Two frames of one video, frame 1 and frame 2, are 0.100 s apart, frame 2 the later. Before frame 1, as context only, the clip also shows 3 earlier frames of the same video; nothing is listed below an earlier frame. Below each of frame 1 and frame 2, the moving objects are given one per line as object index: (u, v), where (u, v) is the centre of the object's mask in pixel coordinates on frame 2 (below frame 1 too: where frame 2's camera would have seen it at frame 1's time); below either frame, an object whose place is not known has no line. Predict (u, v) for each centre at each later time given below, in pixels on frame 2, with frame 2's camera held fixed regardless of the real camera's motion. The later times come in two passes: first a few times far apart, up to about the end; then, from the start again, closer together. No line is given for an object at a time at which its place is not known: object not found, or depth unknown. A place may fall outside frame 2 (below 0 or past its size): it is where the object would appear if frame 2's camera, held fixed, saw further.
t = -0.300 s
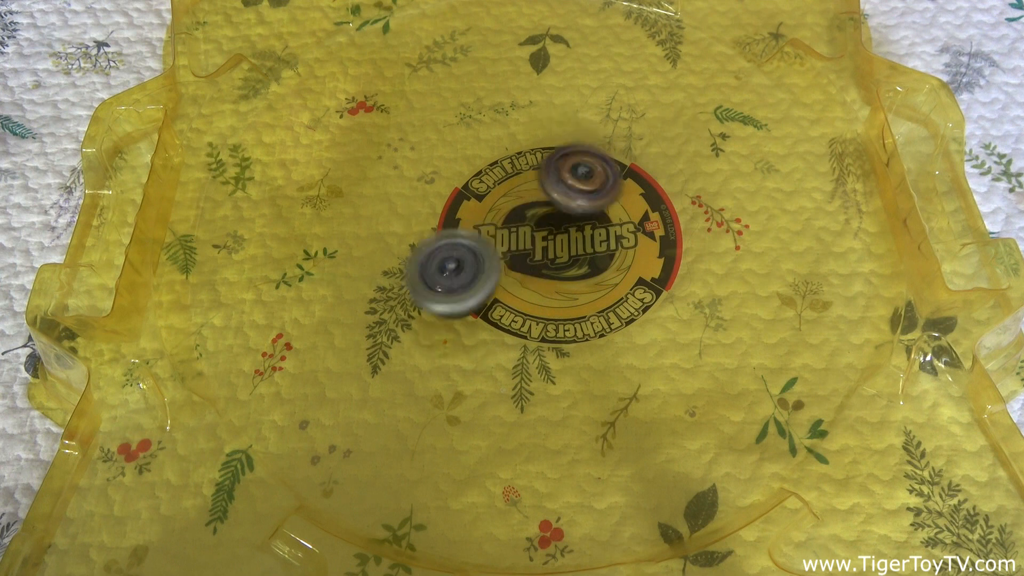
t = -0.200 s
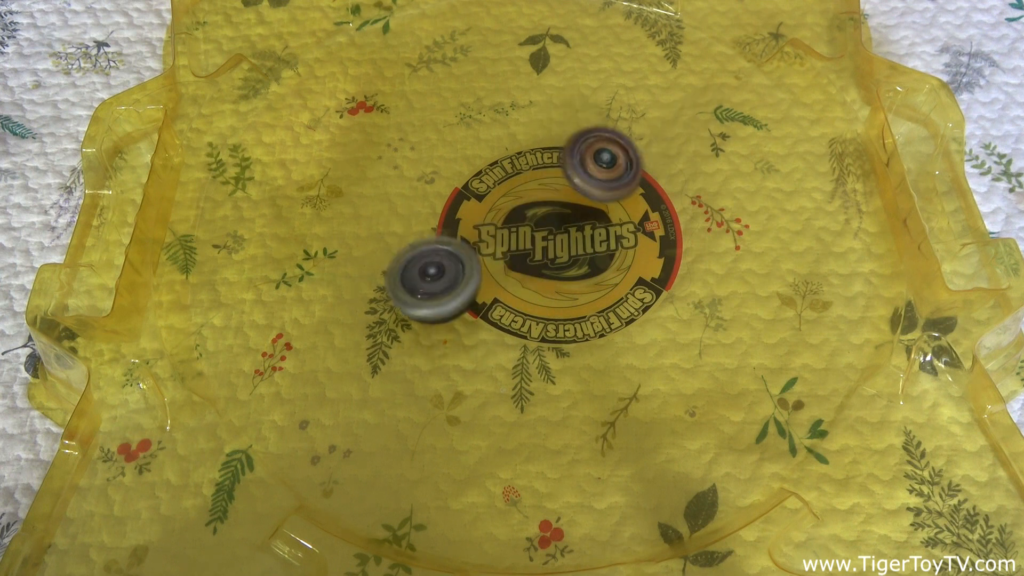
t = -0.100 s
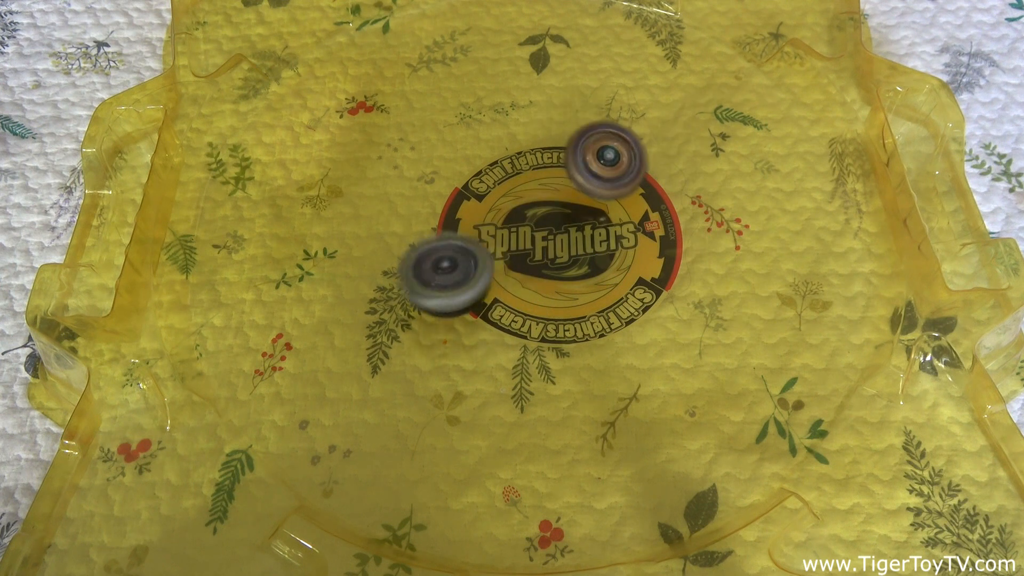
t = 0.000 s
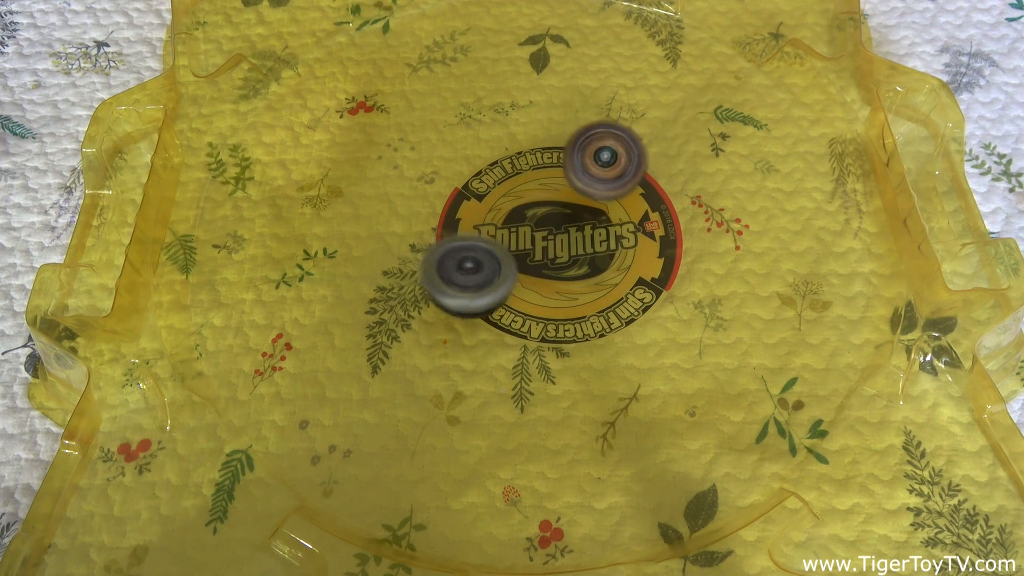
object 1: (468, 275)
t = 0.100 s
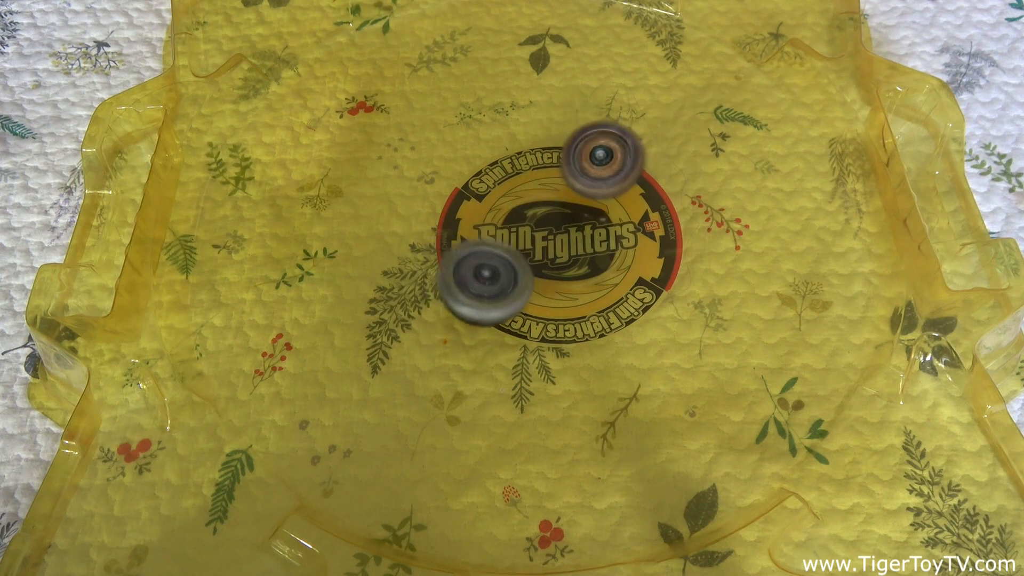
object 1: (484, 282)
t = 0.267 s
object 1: (490, 293)
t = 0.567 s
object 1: (489, 271)
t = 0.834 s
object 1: (512, 254)
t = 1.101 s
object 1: (538, 249)
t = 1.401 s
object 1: (554, 257)
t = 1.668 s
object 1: (551, 262)
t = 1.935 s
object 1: (548, 255)
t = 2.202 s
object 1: (553, 262)
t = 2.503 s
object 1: (559, 262)
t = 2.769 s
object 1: (504, 356)
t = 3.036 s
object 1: (507, 329)
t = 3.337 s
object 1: (527, 272)
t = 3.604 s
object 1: (544, 262)
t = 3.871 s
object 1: (551, 264)
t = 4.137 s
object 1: (553, 265)
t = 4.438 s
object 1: (541, 286)
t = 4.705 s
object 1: (560, 268)
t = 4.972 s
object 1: (578, 274)
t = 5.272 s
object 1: (559, 282)
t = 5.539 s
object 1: (564, 261)
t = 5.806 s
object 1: (576, 261)
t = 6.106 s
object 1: (566, 285)
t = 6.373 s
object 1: (562, 282)
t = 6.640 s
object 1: (560, 289)
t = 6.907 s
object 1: (553, 307)
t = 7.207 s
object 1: (555, 284)
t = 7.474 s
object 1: (518, 253)
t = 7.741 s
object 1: (504, 277)
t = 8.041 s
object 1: (504, 277)
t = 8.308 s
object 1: (498, 264)
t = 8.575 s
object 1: (504, 251)
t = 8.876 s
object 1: (499, 258)
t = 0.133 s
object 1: (488, 285)
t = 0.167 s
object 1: (490, 289)
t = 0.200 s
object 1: (491, 291)
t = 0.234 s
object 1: (491, 292)
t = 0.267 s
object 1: (490, 293)
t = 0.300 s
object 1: (489, 293)
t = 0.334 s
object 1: (487, 292)
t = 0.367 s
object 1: (485, 290)
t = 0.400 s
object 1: (484, 287)
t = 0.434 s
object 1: (483, 284)
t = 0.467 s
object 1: (484, 281)
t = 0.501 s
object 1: (485, 278)
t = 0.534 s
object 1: (486, 274)
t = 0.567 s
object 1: (489, 271)
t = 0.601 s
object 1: (491, 268)
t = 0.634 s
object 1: (493, 266)
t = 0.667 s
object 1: (496, 264)
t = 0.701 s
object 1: (499, 261)
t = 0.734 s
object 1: (502, 259)
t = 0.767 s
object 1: (506, 257)
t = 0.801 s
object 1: (508, 255)
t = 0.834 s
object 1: (512, 254)
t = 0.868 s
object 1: (515, 252)
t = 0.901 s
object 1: (518, 251)
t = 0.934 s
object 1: (522, 250)
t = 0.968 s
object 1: (525, 250)
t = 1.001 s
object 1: (528, 249)
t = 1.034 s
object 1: (532, 249)
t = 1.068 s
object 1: (534, 249)
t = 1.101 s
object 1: (538, 249)
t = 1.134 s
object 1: (541, 249)
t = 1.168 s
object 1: (544, 250)
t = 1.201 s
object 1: (546, 251)
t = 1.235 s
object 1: (549, 253)
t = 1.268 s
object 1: (550, 254)
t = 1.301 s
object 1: (551, 255)
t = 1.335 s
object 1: (553, 255)
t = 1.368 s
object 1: (553, 256)
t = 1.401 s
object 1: (554, 257)
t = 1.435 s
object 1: (554, 258)
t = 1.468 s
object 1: (554, 259)
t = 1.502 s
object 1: (555, 259)
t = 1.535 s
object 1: (555, 260)
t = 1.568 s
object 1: (554, 261)
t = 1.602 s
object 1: (553, 262)
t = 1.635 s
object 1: (552, 262)
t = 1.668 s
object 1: (551, 262)
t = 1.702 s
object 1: (551, 261)
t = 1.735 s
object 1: (550, 261)
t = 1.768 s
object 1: (549, 260)
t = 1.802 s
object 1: (549, 259)
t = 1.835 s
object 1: (549, 258)
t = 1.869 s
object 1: (548, 257)
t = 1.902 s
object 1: (548, 256)
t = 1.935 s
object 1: (548, 255)
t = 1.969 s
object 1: (548, 255)
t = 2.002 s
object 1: (549, 258)
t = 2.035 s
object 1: (549, 260)
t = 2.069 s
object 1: (549, 260)
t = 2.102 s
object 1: (550, 261)
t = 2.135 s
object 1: (551, 261)
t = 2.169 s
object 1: (552, 261)
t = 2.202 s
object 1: (553, 262)
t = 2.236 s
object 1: (554, 262)
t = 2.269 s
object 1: (555, 262)
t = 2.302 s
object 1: (556, 262)
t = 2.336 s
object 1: (557, 263)
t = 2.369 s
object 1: (557, 263)
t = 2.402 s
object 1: (558, 262)
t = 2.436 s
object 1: (558, 262)
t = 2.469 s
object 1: (559, 262)
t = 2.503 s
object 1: (559, 262)
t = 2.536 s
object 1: (560, 262)
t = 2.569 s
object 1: (558, 266)
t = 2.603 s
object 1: (541, 294)
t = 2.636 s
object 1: (530, 316)
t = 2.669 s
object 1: (520, 334)
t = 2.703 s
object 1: (513, 345)
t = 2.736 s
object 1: (507, 353)
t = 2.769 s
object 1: (504, 356)
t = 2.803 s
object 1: (501, 357)
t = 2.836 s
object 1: (501, 357)
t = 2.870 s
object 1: (501, 355)
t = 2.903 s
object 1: (501, 350)
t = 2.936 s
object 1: (502, 347)
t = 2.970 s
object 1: (503, 342)
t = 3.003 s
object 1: (505, 336)
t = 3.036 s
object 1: (507, 329)
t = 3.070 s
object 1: (509, 323)
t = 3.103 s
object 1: (511, 316)
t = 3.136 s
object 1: (513, 308)
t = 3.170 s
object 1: (515, 301)
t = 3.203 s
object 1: (517, 294)
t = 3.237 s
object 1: (519, 288)
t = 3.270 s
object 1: (522, 283)
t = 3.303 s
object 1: (525, 277)
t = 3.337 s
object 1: (527, 272)
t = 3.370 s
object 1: (530, 269)
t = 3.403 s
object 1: (533, 266)
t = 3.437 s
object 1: (536, 263)
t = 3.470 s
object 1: (537, 262)
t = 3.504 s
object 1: (539, 262)
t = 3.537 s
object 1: (541, 261)
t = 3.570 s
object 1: (542, 260)
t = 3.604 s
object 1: (544, 262)
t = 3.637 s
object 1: (546, 261)
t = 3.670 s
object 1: (547, 261)
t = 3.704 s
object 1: (548, 263)
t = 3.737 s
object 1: (549, 263)
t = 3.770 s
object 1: (550, 263)
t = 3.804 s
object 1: (550, 264)
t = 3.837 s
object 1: (551, 264)
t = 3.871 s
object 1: (551, 264)
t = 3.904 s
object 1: (552, 265)
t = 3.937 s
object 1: (552, 265)
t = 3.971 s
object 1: (552, 265)
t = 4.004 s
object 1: (553, 266)
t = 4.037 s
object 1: (553, 265)
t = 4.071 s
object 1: (553, 266)
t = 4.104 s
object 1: (553, 264)
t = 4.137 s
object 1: (553, 265)
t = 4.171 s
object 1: (553, 265)
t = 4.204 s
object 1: (554, 265)
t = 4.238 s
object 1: (553, 269)
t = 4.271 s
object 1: (551, 274)
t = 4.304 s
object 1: (548, 284)
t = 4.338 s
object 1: (545, 286)
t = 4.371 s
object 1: (543, 289)
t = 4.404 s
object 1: (542, 288)
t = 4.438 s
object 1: (541, 286)
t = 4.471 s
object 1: (541, 284)
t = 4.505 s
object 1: (541, 280)
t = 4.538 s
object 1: (544, 277)
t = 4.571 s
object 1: (546, 274)
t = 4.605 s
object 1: (549, 272)
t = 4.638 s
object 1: (552, 270)
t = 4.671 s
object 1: (556, 270)
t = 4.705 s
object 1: (560, 268)
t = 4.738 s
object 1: (563, 269)
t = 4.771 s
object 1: (566, 269)
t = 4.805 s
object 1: (568, 270)
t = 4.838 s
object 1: (571, 269)
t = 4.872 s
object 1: (573, 271)
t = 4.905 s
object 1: (575, 271)
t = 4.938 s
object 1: (576, 273)
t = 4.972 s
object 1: (578, 274)
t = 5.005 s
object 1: (577, 275)
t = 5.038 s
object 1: (577, 277)
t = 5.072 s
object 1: (576, 281)
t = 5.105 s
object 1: (574, 283)
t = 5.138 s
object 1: (571, 286)
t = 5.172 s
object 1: (567, 286)
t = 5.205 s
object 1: (565, 285)
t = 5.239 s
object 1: (561, 283)
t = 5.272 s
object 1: (559, 282)
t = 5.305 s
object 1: (557, 278)
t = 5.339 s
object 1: (556, 276)
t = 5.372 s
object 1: (555, 273)
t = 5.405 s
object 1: (556, 270)
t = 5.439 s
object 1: (557, 267)
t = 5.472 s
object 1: (559, 264)
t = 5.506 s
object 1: (560, 262)
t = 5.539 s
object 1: (564, 261)
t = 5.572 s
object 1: (564, 260)
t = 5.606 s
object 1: (567, 260)
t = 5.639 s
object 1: (568, 260)
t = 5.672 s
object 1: (571, 259)
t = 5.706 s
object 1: (571, 259)
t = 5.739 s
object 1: (573, 259)
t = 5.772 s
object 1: (574, 260)
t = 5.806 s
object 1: (576, 261)
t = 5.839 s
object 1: (577, 263)
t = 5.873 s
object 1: (578, 264)
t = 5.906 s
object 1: (578, 266)
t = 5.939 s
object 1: (577, 268)
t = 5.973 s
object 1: (576, 271)
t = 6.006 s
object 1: (573, 274)
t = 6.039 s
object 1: (571, 278)
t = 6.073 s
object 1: (569, 283)
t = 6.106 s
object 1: (566, 285)
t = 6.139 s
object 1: (562, 285)
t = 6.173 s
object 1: (560, 284)
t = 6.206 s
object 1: (559, 285)
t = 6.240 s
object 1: (559, 284)
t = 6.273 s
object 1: (560, 283)
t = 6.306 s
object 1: (561, 282)
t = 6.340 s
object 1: (562, 282)
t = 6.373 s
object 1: (562, 282)
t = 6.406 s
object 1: (563, 282)
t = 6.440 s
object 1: (564, 281)
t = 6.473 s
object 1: (565, 280)
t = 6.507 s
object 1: (566, 281)
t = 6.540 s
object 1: (565, 281)
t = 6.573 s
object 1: (566, 281)
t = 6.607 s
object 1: (564, 282)
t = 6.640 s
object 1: (560, 289)
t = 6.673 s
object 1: (559, 295)
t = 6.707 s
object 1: (556, 301)
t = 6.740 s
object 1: (556, 304)
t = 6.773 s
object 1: (554, 308)
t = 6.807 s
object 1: (554, 310)
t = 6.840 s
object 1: (553, 310)
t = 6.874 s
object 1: (553, 309)
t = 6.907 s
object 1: (553, 307)
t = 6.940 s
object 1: (553, 305)
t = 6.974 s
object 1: (553, 304)
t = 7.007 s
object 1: (555, 302)
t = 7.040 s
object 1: (556, 300)
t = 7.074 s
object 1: (556, 297)
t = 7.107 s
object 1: (556, 294)
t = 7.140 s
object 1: (555, 291)
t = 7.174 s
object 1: (555, 288)
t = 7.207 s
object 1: (555, 284)
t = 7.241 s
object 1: (554, 280)
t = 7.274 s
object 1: (552, 275)
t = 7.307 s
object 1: (551, 270)
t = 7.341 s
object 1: (549, 266)
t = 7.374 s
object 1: (546, 262)
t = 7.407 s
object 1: (544, 258)
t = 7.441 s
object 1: (533, 255)
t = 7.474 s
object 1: (518, 253)
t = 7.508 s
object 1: (508, 252)
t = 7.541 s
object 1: (502, 255)
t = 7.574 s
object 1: (498, 260)
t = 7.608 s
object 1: (498, 264)
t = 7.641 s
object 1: (498, 268)
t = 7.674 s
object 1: (499, 273)
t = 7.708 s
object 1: (501, 276)
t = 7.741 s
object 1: (504, 277)
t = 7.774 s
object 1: (506, 278)
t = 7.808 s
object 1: (508, 278)
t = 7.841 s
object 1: (508, 278)
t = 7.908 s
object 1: (508, 278)
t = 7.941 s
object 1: (508, 278)
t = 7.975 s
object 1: (508, 278)
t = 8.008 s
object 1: (506, 278)
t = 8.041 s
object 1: (504, 277)
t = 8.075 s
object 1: (502, 275)
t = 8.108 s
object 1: (499, 273)
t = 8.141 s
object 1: (499, 271)
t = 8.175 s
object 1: (498, 269)
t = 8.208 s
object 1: (498, 268)
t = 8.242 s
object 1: (498, 266)
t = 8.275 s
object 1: (498, 265)
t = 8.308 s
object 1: (498, 264)
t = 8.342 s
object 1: (498, 264)
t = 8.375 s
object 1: (498, 263)
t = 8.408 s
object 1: (498, 261)
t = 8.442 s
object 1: (498, 258)
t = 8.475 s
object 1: (499, 255)
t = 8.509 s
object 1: (501, 252)
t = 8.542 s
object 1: (503, 251)
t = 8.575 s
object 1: (504, 251)
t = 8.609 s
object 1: (504, 250)
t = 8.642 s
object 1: (504, 251)
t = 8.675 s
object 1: (504, 251)
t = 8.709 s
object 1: (503, 252)
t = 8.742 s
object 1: (501, 253)
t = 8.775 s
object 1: (500, 255)
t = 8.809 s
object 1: (499, 257)
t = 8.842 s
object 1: (499, 257)
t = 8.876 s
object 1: (499, 258)
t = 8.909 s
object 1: (499, 258)
